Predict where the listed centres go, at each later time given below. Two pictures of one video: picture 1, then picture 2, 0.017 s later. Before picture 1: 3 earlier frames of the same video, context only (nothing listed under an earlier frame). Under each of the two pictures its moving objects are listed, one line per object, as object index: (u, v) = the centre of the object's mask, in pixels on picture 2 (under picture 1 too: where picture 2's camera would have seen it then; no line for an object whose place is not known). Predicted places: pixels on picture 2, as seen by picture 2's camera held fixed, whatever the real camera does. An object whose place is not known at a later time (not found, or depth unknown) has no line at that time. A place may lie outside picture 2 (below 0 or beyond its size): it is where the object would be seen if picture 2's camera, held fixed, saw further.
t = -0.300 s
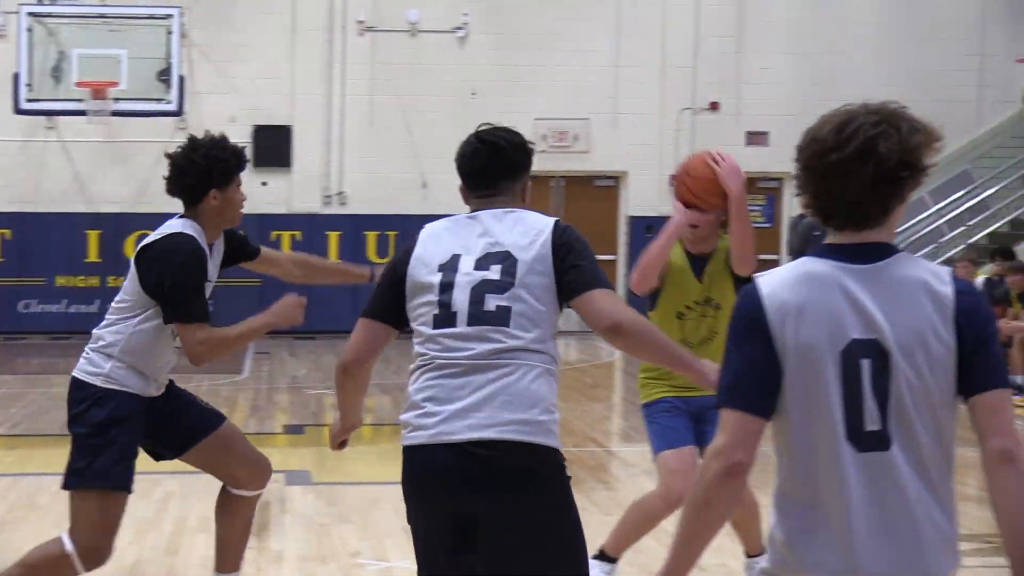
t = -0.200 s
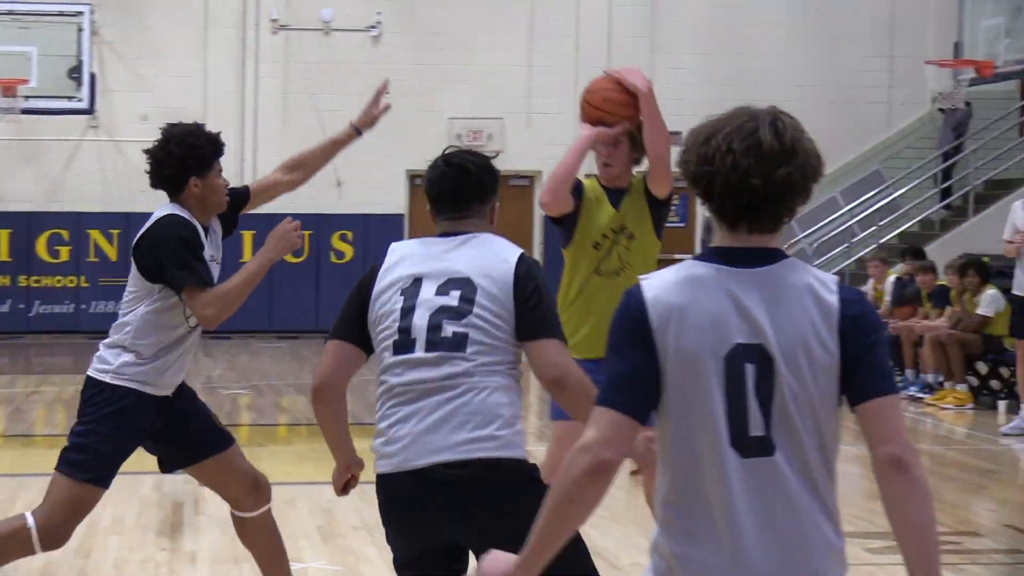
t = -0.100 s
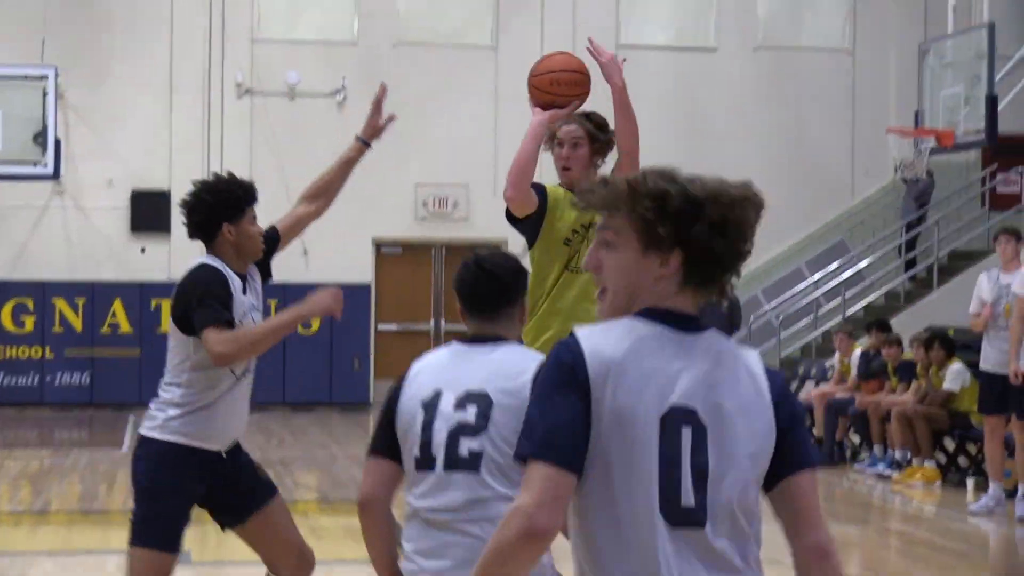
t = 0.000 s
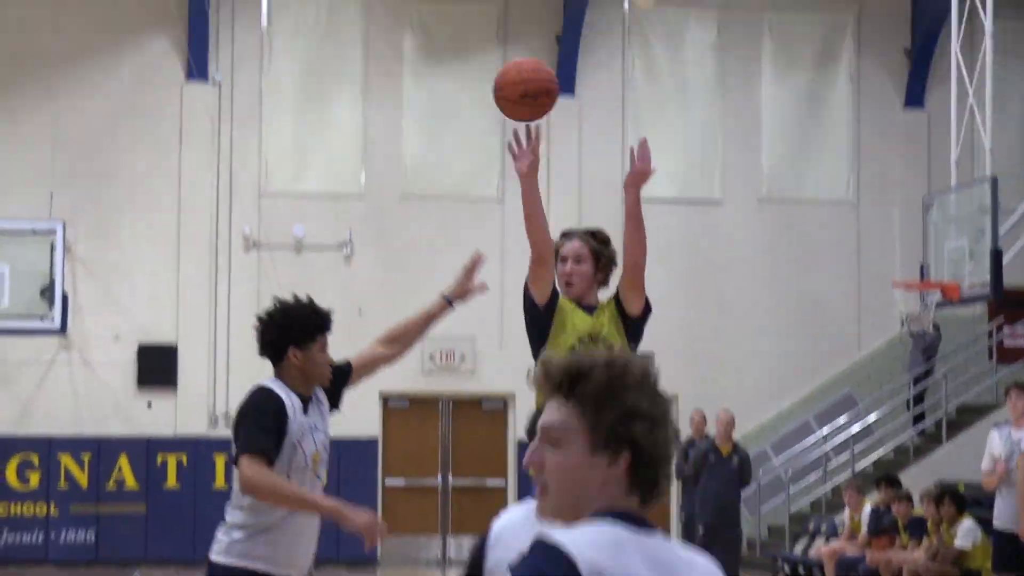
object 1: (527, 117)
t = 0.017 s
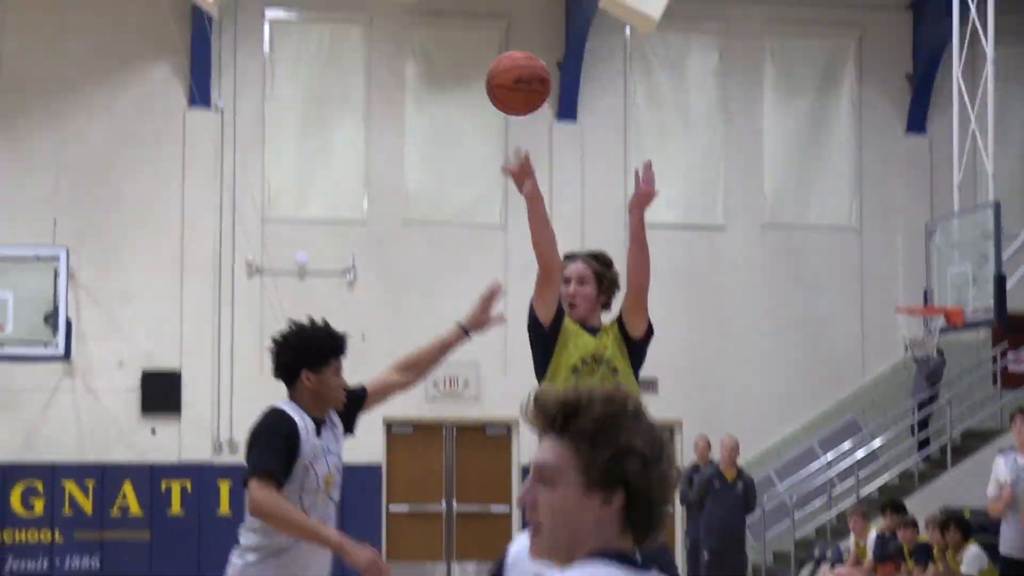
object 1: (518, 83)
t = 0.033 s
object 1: (509, 49)
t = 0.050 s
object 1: (499, 15)
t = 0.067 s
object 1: (489, -19)
